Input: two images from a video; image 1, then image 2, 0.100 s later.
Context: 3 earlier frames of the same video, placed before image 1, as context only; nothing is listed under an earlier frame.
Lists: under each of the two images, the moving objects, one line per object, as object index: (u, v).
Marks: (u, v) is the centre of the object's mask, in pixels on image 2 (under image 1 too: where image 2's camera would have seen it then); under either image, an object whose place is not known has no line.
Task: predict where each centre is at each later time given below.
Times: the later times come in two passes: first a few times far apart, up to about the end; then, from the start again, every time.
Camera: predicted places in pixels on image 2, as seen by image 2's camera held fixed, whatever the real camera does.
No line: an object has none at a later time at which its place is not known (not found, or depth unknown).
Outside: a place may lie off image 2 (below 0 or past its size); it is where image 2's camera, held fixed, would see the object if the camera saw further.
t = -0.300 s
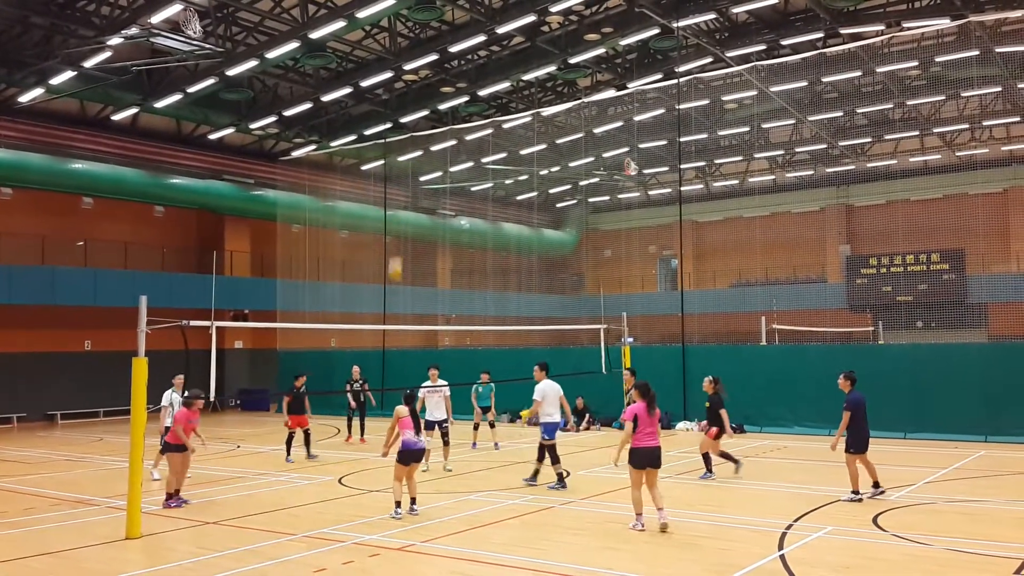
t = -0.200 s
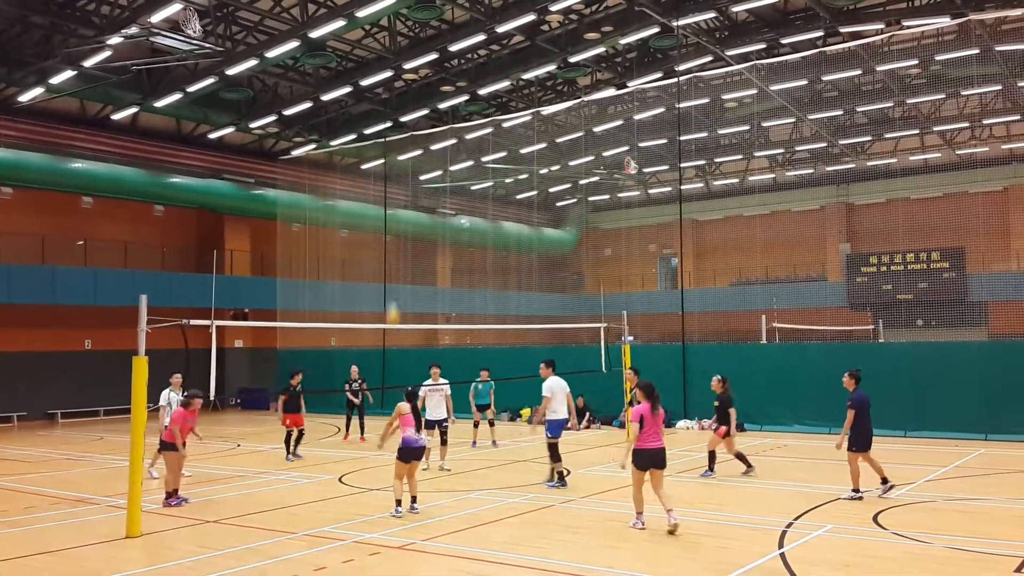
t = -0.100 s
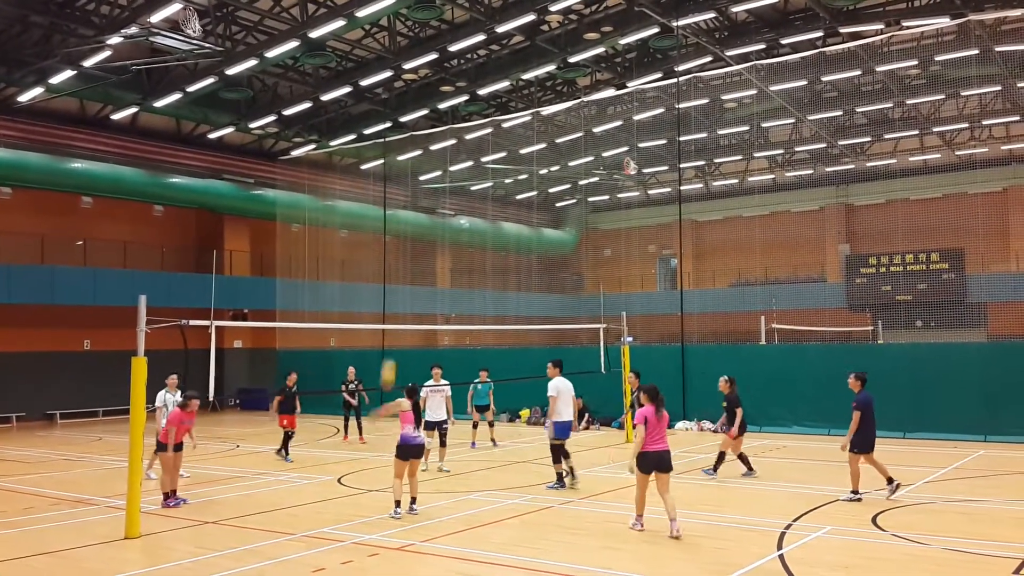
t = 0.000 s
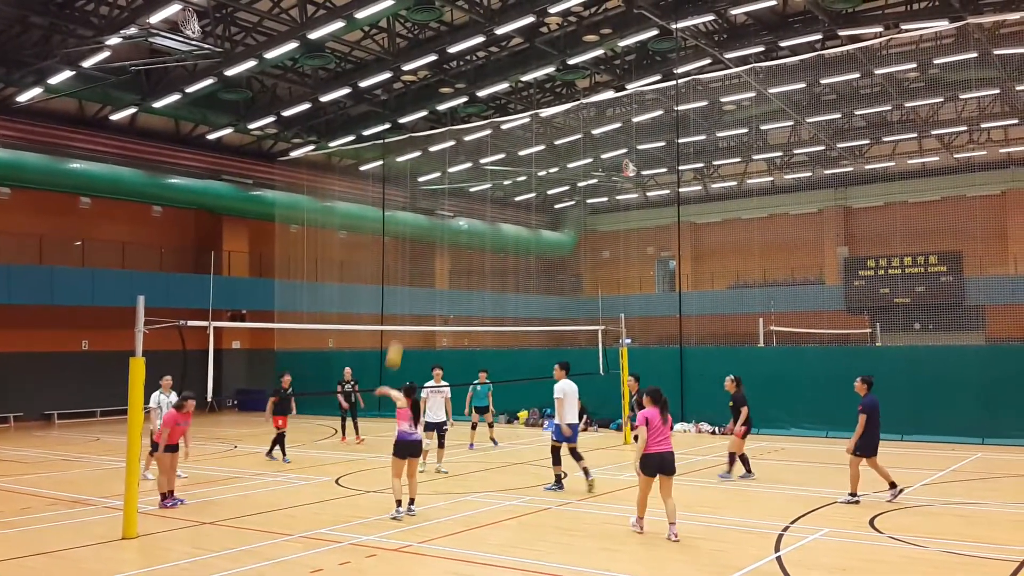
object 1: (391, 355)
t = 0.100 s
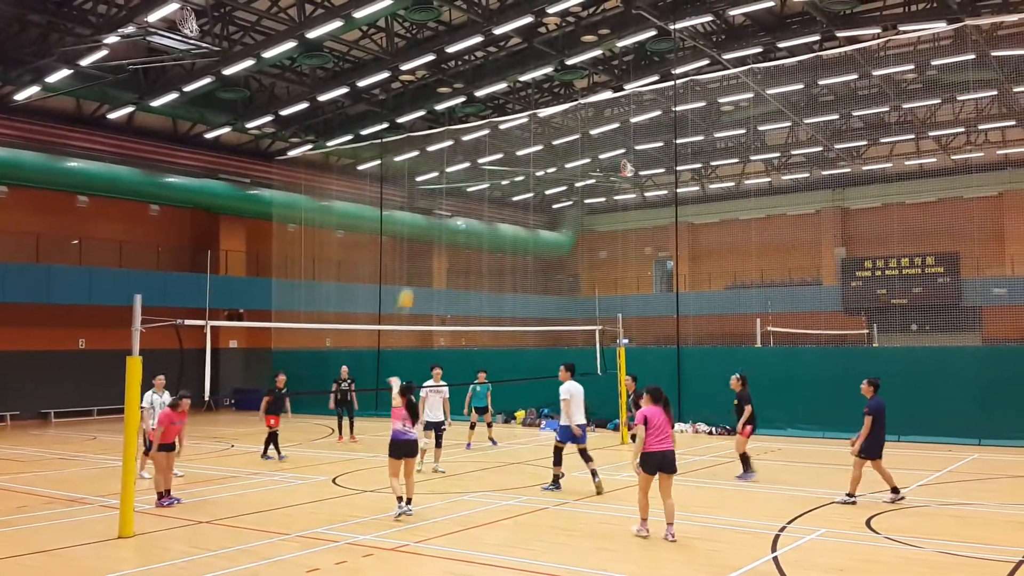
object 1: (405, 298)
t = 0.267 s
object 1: (426, 229)
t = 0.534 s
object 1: (458, 166)
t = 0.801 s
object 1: (485, 154)
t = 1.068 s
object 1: (509, 190)
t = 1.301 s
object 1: (529, 254)
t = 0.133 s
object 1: (411, 281)
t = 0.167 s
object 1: (415, 268)
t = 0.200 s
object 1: (419, 252)
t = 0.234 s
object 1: (422, 241)
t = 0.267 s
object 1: (426, 229)
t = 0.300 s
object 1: (429, 218)
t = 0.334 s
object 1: (433, 207)
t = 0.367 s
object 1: (437, 198)
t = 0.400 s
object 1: (440, 189)
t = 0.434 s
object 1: (444, 182)
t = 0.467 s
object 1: (448, 176)
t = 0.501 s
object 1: (451, 170)
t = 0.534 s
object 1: (458, 166)
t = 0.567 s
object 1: (461, 160)
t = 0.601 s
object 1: (465, 157)
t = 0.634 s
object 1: (469, 155)
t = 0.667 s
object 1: (472, 154)
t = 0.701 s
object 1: (475, 153)
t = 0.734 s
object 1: (478, 153)
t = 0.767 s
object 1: (481, 153)
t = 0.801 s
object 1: (485, 154)
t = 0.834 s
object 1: (487, 157)
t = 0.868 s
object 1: (490, 159)
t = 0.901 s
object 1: (495, 163)
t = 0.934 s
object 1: (498, 167)
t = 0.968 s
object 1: (500, 172)
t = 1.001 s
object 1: (503, 177)
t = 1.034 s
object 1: (506, 184)
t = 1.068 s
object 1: (509, 190)
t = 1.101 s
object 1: (511, 197)
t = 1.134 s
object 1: (514, 205)
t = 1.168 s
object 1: (517, 213)
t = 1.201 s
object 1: (520, 222)
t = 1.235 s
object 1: (523, 234)
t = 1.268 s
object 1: (526, 244)
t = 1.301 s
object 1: (529, 254)
